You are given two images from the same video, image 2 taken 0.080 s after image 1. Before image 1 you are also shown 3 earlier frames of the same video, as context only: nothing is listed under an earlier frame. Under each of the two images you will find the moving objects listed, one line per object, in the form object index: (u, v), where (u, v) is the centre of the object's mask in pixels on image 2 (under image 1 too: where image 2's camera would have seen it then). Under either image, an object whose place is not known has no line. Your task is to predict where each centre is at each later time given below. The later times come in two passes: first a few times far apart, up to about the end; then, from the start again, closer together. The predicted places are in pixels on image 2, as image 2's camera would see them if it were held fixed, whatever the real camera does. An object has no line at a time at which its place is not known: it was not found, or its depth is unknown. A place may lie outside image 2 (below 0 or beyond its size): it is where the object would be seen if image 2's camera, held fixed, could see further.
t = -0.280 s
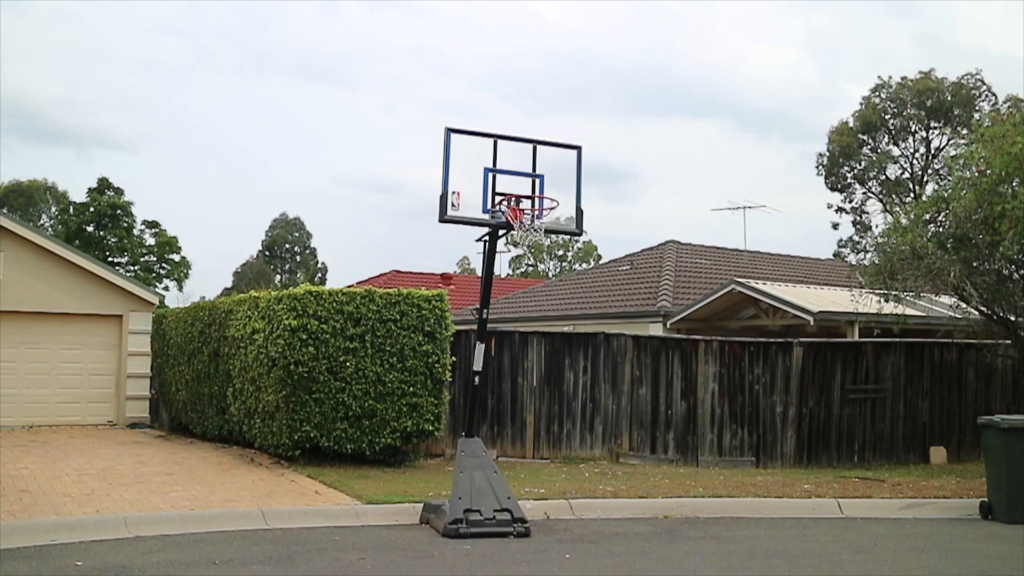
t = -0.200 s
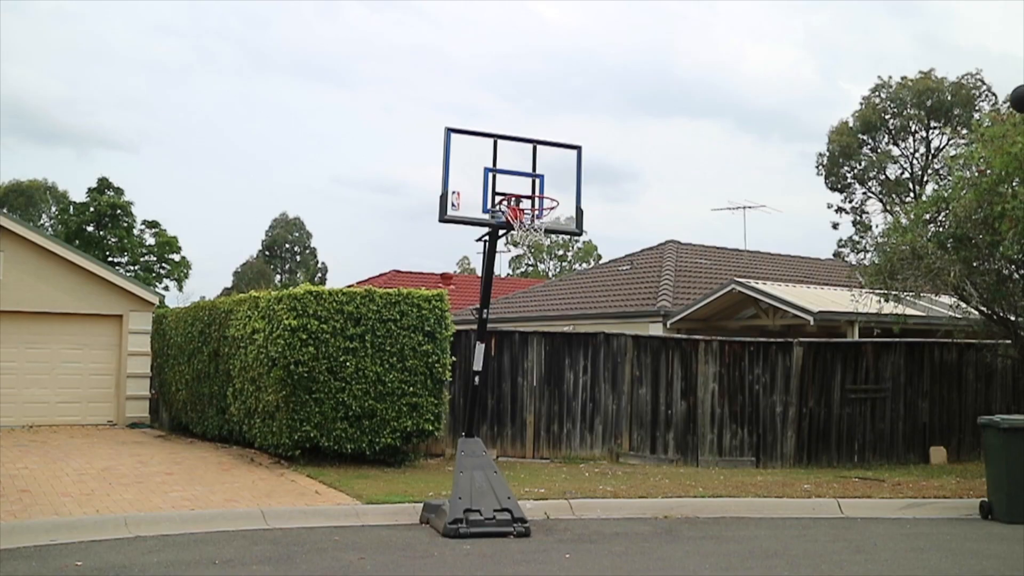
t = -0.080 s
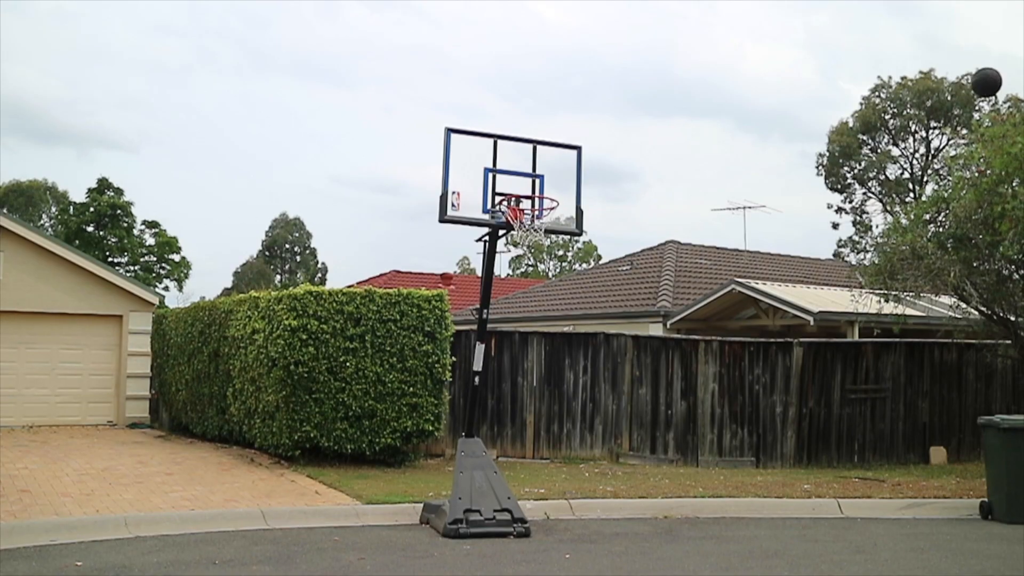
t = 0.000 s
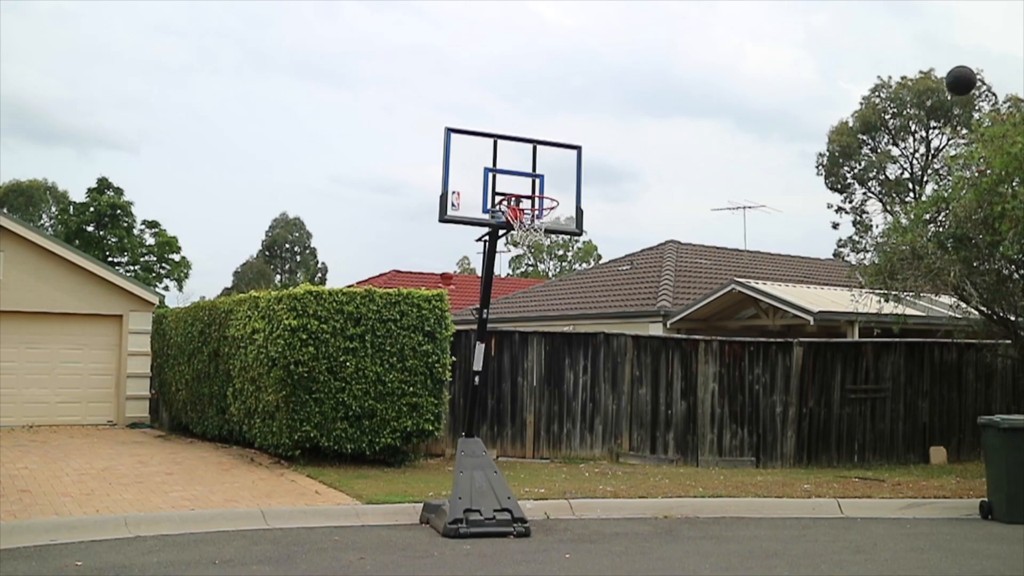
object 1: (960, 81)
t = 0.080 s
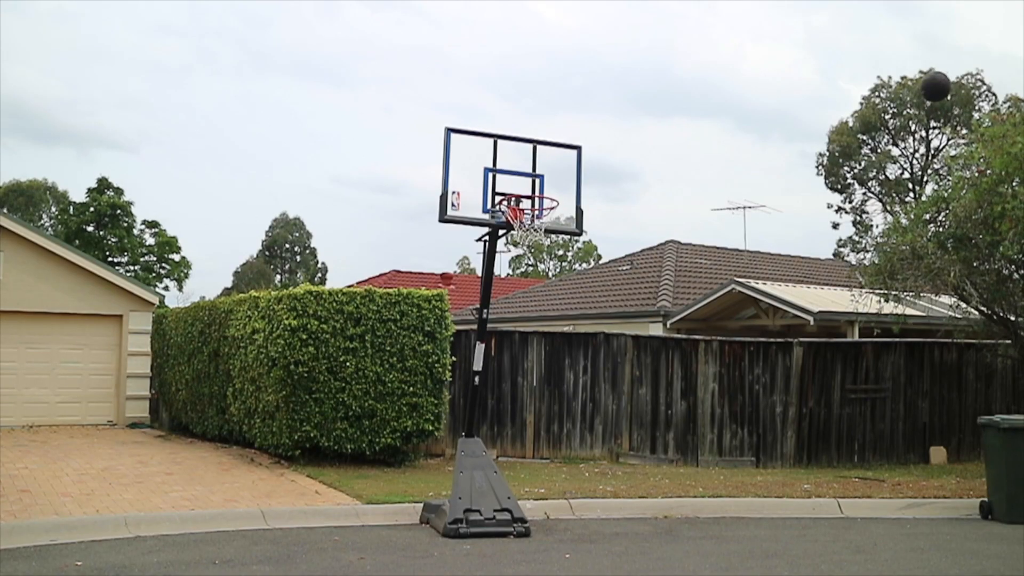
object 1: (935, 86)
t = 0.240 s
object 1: (884, 122)
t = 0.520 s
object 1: (793, 267)
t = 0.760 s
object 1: (709, 485)
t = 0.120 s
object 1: (922, 92)
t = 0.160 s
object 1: (910, 100)
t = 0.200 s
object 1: (897, 110)
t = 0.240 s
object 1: (884, 122)
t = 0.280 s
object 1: (871, 136)
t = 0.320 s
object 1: (858, 152)
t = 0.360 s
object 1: (845, 170)
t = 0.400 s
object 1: (832, 191)
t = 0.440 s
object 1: (819, 214)
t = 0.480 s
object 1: (806, 239)
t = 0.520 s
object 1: (793, 267)
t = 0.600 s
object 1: (765, 329)
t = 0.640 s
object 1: (752, 364)
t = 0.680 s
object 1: (737, 402)
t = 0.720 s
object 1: (723, 442)
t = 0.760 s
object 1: (709, 485)
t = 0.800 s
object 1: (693, 529)
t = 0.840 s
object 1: (683, 540)
